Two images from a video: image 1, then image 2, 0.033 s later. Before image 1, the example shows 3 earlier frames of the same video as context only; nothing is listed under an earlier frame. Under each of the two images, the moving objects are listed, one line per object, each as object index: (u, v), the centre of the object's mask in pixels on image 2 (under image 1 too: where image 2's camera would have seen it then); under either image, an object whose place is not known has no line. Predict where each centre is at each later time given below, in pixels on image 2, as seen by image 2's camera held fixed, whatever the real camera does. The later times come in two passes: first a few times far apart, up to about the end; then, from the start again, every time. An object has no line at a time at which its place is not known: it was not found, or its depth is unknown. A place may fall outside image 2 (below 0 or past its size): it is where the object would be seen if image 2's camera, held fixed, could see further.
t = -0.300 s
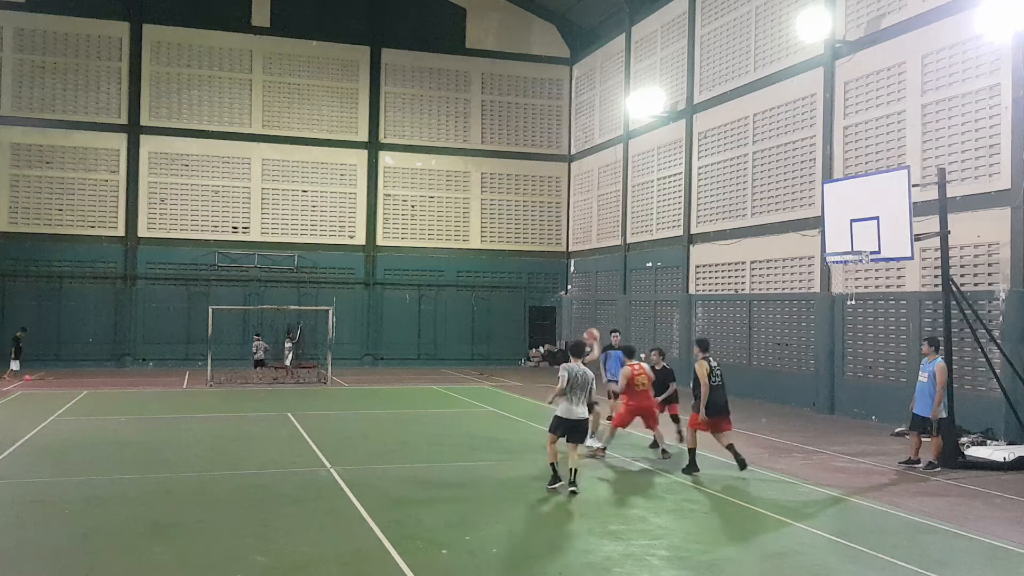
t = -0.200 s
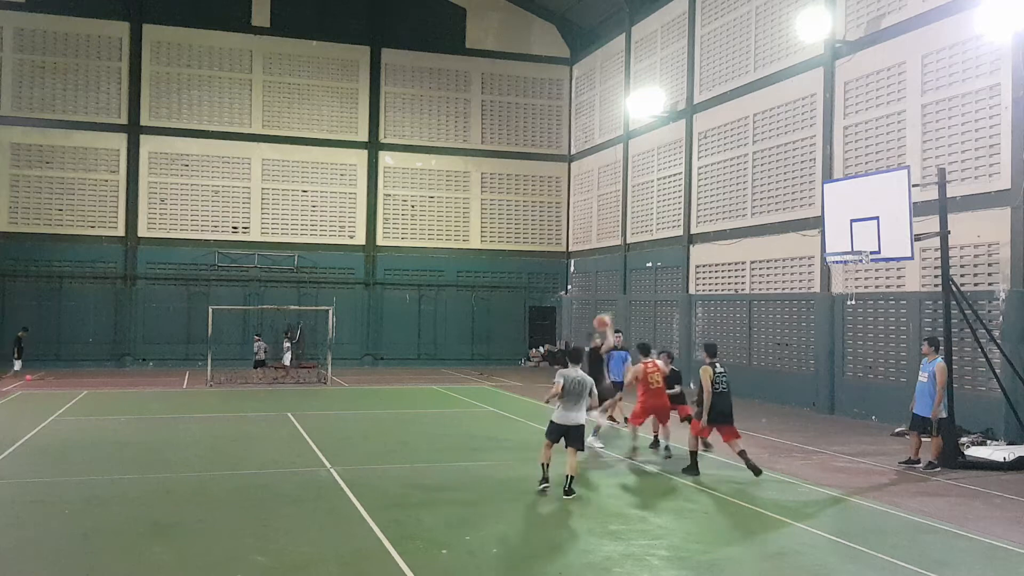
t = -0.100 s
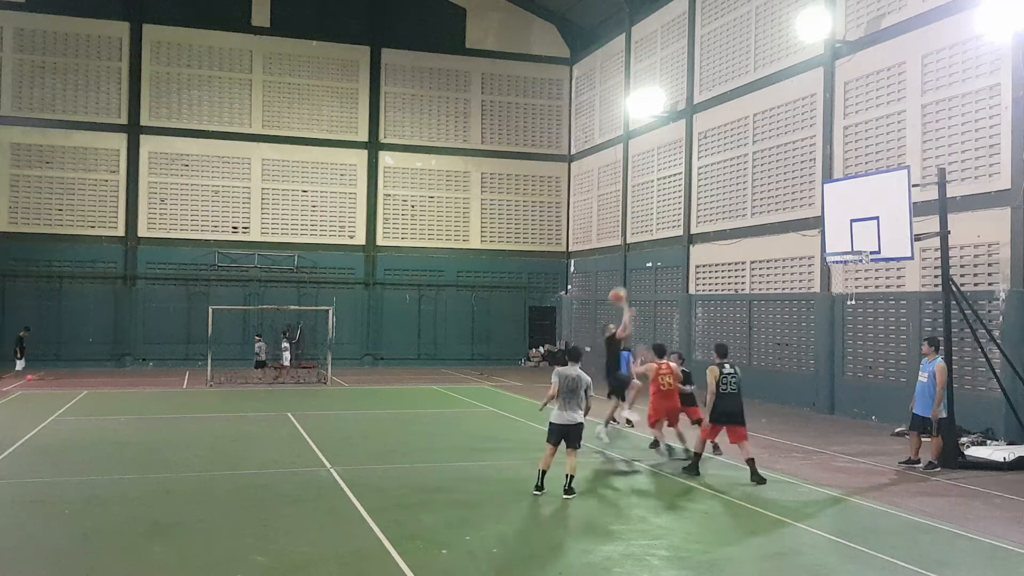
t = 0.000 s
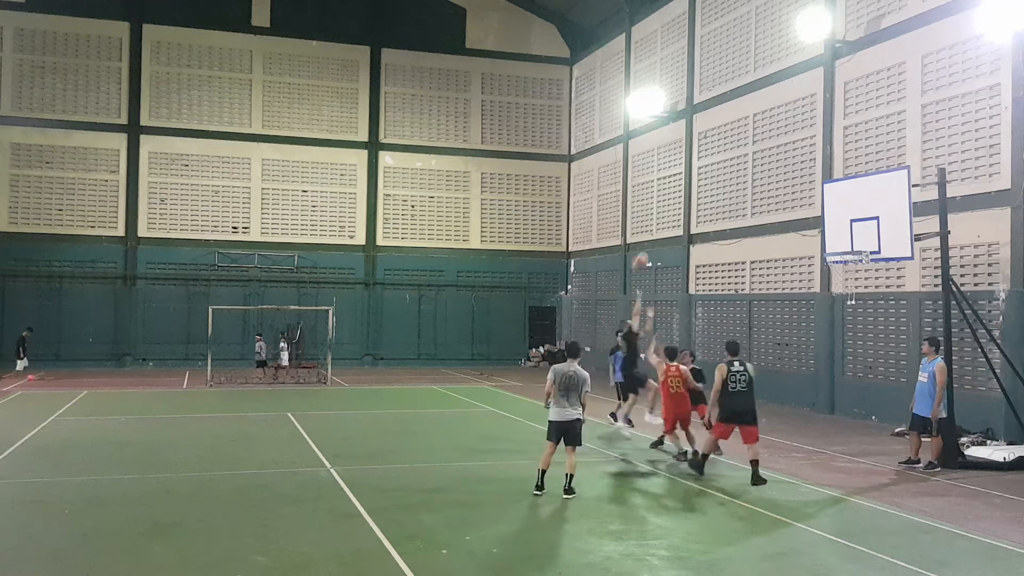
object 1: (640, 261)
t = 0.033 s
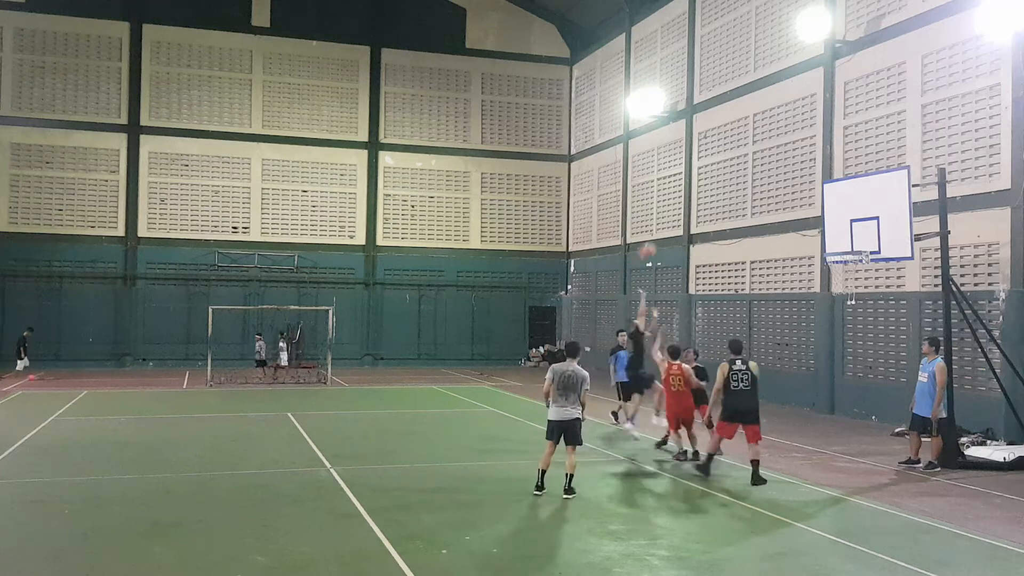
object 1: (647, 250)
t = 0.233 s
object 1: (692, 205)
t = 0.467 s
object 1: (745, 183)
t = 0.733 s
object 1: (809, 203)
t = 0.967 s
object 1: (847, 232)
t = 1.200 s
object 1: (824, 204)
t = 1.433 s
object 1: (800, 213)
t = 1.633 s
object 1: (777, 261)
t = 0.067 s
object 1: (653, 241)
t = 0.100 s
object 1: (661, 232)
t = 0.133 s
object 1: (668, 225)
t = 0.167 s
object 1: (677, 217)
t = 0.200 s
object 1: (683, 211)
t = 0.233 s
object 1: (692, 205)
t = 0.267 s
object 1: (699, 200)
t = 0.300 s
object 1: (707, 195)
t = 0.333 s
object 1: (715, 191)
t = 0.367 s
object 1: (722, 188)
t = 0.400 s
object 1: (730, 185)
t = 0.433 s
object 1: (737, 184)
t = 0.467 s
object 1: (745, 183)
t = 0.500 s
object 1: (754, 183)
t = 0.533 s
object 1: (761, 183)
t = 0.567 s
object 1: (769, 184)
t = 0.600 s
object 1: (776, 187)
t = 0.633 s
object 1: (785, 189)
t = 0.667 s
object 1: (793, 193)
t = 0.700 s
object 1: (801, 197)
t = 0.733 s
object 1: (809, 203)
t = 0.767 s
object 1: (817, 208)
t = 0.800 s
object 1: (826, 216)
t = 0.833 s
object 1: (833, 223)
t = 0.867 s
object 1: (842, 232)
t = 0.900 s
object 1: (850, 242)
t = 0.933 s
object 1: (850, 239)
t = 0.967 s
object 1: (847, 232)
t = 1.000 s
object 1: (843, 225)
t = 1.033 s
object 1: (840, 220)
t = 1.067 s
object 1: (837, 215)
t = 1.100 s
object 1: (834, 211)
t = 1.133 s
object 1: (830, 208)
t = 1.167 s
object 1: (827, 205)
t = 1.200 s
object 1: (824, 204)
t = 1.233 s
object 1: (821, 203)
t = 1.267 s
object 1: (817, 203)
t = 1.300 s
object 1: (815, 204)
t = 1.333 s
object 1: (811, 205)
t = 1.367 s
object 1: (807, 207)
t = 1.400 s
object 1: (804, 210)
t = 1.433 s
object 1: (800, 213)
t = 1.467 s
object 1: (795, 220)
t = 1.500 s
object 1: (793, 226)
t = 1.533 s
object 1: (790, 233)
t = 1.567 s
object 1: (785, 241)
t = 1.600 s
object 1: (782, 250)
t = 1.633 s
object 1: (777, 261)
